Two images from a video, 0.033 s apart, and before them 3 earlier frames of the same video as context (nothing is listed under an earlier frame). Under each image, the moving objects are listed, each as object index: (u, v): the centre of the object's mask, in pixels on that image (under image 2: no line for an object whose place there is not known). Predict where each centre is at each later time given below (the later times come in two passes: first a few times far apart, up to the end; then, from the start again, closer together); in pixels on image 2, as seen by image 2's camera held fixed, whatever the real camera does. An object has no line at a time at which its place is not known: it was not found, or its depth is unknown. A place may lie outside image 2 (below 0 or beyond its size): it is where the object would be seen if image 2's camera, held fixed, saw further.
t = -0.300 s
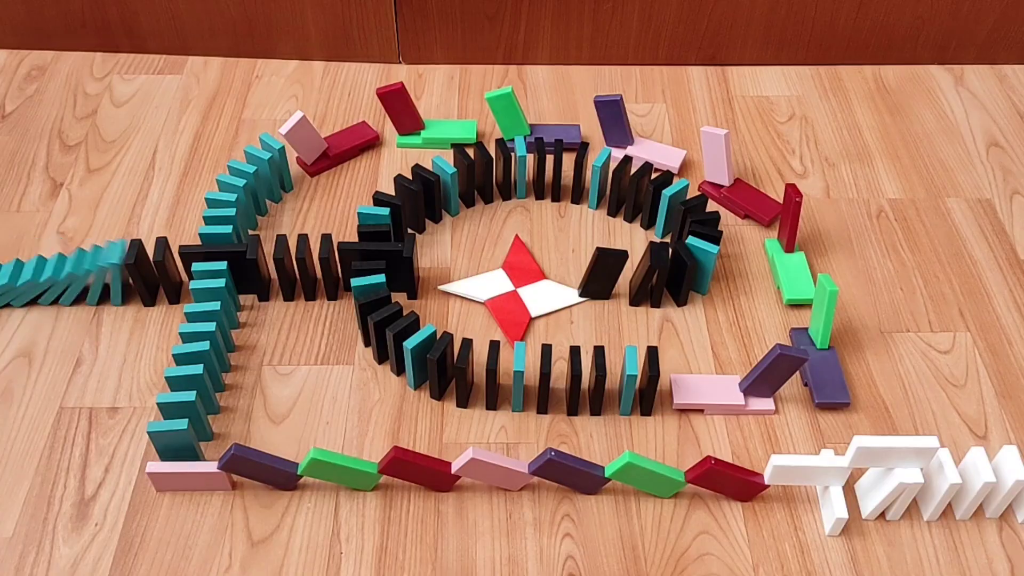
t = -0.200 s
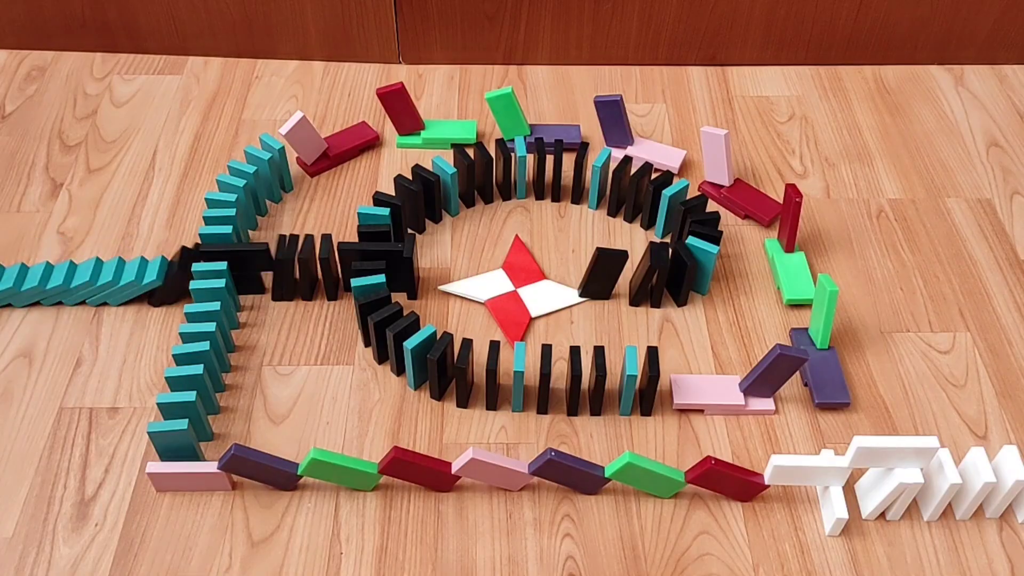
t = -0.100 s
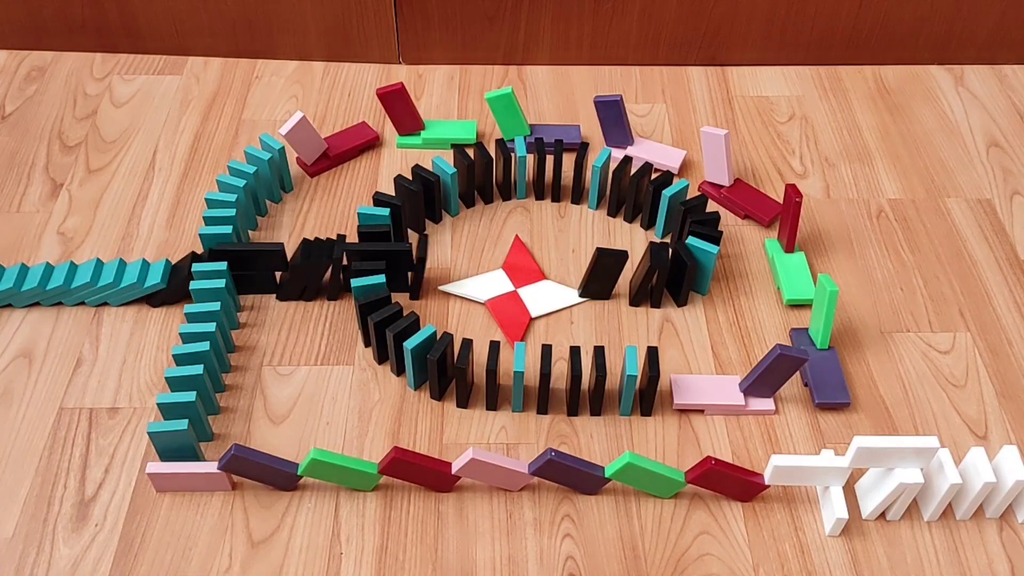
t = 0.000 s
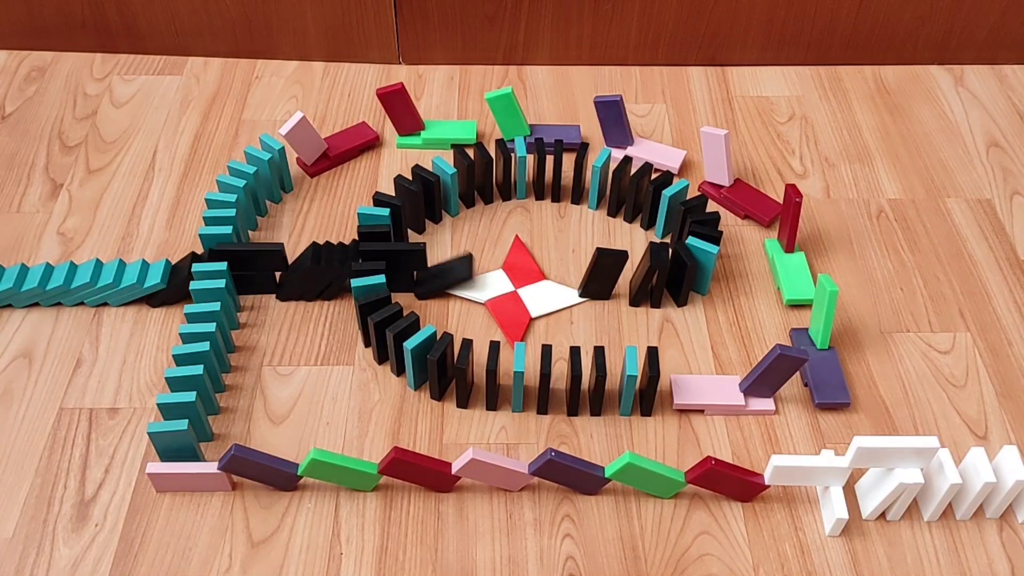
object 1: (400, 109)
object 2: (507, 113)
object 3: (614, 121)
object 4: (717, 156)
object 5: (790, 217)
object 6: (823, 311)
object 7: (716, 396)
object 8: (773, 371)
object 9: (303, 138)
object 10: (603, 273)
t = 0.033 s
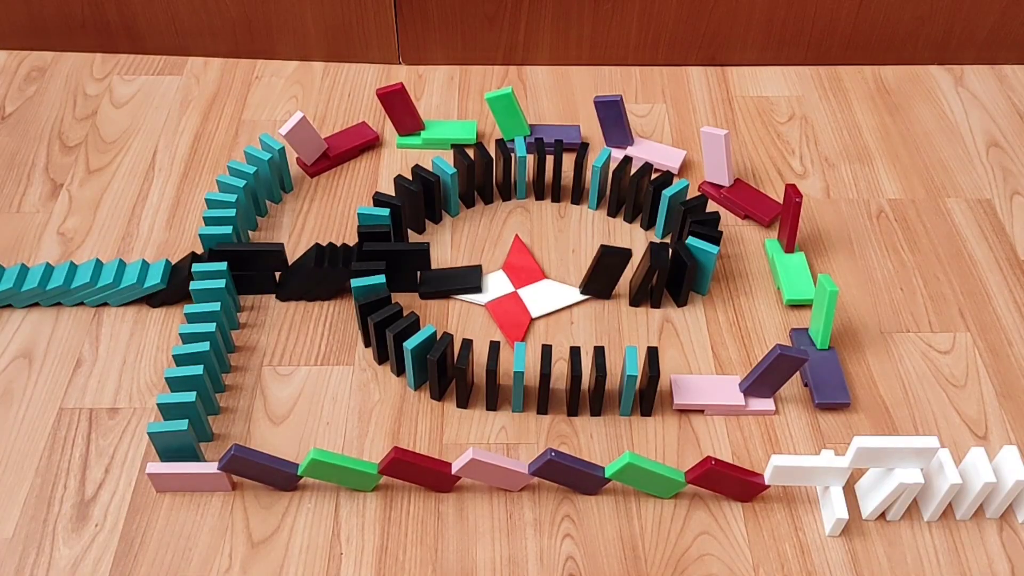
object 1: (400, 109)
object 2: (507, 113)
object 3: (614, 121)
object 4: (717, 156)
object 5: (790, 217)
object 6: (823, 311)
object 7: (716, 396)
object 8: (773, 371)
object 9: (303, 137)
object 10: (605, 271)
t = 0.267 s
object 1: (400, 109)
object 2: (507, 113)
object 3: (614, 121)
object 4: (717, 156)
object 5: (790, 217)
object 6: (823, 311)
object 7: (716, 396)
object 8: (773, 371)
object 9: (303, 138)
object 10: (618, 270)
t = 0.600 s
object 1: (400, 109)
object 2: (508, 113)
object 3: (614, 121)
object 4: (717, 156)
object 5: (790, 217)
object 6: (823, 311)
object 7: (716, 396)
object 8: (773, 371)
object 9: (303, 138)
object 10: (616, 256)
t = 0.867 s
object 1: (400, 109)
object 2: (508, 113)
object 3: (614, 121)
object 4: (717, 156)
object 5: (790, 217)
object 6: (823, 311)
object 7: (716, 396)
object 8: (773, 371)
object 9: (303, 138)
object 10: (616, 256)
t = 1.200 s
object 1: (400, 109)
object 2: (508, 113)
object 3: (614, 121)
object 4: (717, 156)
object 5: (790, 217)
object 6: (821, 307)
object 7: (742, 396)
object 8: (806, 387)
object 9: (303, 138)
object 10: (616, 256)
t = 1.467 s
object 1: (400, 109)
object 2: (508, 113)
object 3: (611, 118)
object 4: (706, 163)
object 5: (801, 229)
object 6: (816, 320)
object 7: (742, 394)
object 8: (806, 426)
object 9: (303, 138)
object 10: (616, 256)
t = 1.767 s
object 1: (394, 118)
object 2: (500, 128)
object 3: (617, 127)
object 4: (733, 166)
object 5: (818, 238)
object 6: (816, 321)
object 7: (742, 394)
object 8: (805, 426)
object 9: (299, 140)
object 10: (616, 256)
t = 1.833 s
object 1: (397, 121)
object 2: (500, 128)
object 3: (619, 126)
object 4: (740, 164)
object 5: (818, 238)
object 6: (816, 321)
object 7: (742, 394)
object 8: (805, 426)
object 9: (300, 148)
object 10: (616, 256)
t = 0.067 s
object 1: (400, 109)
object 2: (507, 113)
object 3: (614, 121)
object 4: (717, 156)
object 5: (790, 217)
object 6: (823, 311)
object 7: (716, 396)
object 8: (773, 371)
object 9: (303, 138)
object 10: (610, 270)
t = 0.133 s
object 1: (400, 109)
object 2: (507, 113)
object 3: (614, 121)
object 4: (717, 156)
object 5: (790, 217)
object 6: (823, 311)
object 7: (716, 396)
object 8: (773, 371)
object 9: (303, 138)
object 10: (616, 270)
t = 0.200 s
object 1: (400, 109)
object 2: (507, 113)
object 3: (614, 121)
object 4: (717, 156)
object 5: (790, 217)
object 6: (823, 311)
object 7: (716, 396)
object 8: (773, 371)
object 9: (303, 138)
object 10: (621, 266)
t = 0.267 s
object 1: (400, 109)
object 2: (507, 113)
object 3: (614, 121)
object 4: (717, 156)
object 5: (790, 217)
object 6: (823, 311)
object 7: (716, 396)
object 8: (773, 371)
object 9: (303, 138)
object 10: (618, 270)
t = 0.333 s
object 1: (400, 109)
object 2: (507, 113)
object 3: (614, 121)
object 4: (717, 156)
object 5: (790, 217)
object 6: (823, 311)
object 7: (716, 396)
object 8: (773, 371)
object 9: (303, 138)
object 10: (616, 256)
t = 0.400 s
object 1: (400, 109)
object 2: (507, 113)
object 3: (614, 121)
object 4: (717, 156)
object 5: (790, 217)
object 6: (823, 311)
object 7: (716, 396)
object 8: (773, 371)
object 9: (303, 138)
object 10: (614, 257)
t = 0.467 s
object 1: (400, 109)
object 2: (507, 113)
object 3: (614, 121)
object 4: (717, 156)
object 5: (790, 217)
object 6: (823, 311)
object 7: (716, 396)
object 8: (773, 371)
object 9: (303, 138)
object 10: (615, 256)
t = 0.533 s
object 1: (400, 109)
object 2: (507, 113)
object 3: (614, 121)
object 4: (717, 156)
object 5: (790, 217)
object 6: (823, 311)
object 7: (716, 396)
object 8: (773, 371)
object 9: (303, 138)
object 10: (616, 256)
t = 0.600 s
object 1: (400, 109)
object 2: (508, 113)
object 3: (614, 121)
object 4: (717, 156)
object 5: (790, 217)
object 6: (823, 311)
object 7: (716, 396)
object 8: (773, 371)
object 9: (303, 138)
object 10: (616, 256)
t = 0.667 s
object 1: (400, 109)
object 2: (508, 113)
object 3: (614, 121)
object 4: (717, 156)
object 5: (790, 217)
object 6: (823, 311)
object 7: (716, 396)
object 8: (773, 371)
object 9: (303, 138)
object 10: (616, 256)
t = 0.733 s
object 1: (400, 109)
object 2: (508, 113)
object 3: (614, 121)
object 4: (717, 156)
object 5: (790, 217)
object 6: (823, 311)
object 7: (716, 396)
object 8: (773, 371)
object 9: (303, 138)
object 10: (616, 256)
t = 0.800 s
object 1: (400, 109)
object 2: (508, 113)
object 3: (614, 121)
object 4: (717, 156)
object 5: (790, 217)
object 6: (823, 311)
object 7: (716, 396)
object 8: (773, 371)
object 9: (303, 138)
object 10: (616, 256)
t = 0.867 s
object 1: (400, 109)
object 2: (508, 113)
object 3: (614, 121)
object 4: (717, 156)
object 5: (790, 217)
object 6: (823, 311)
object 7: (716, 396)
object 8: (773, 371)
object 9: (303, 138)
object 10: (616, 256)
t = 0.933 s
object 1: (400, 109)
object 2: (508, 113)
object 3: (614, 121)
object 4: (717, 156)
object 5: (790, 217)
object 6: (823, 311)
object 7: (716, 396)
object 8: (773, 371)
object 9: (303, 138)
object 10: (616, 256)
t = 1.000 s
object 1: (400, 109)
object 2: (508, 113)
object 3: (614, 121)
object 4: (717, 156)
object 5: (790, 217)
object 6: (823, 311)
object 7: (716, 396)
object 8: (773, 371)
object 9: (303, 138)
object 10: (616, 256)
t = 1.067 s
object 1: (400, 109)
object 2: (508, 113)
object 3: (614, 121)
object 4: (717, 156)
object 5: (790, 217)
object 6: (823, 311)
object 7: (734, 396)
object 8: (781, 366)
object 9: (303, 138)
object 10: (616, 256)
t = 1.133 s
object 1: (400, 109)
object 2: (508, 113)
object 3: (614, 121)
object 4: (717, 156)
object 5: (790, 217)
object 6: (823, 311)
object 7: (743, 396)
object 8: (800, 373)
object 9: (303, 138)
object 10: (616, 256)
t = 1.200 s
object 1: (400, 109)
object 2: (508, 113)
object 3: (614, 121)
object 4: (717, 156)
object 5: (790, 217)
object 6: (821, 307)
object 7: (742, 396)
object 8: (806, 387)
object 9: (303, 138)
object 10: (616, 256)
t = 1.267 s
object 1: (400, 109)
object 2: (508, 113)
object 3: (614, 121)
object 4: (717, 156)
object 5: (790, 215)
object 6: (814, 314)
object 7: (743, 396)
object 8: (806, 403)
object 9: (303, 138)
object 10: (616, 256)
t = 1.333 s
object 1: (400, 109)
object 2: (508, 113)
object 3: (614, 121)
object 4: (717, 155)
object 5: (785, 220)
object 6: (815, 317)
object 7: (740, 394)
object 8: (804, 422)
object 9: (303, 138)
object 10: (616, 256)
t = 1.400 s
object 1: (400, 109)
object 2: (508, 113)
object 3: (614, 121)
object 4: (710, 157)
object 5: (791, 223)
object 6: (816, 319)
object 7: (741, 394)
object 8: (805, 425)
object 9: (303, 138)
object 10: (616, 256)
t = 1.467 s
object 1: (400, 109)
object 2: (508, 113)
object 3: (611, 118)
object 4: (706, 163)
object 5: (801, 229)
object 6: (816, 320)
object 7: (742, 394)
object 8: (806, 426)
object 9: (303, 138)
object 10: (616, 256)
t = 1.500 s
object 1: (400, 109)
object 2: (508, 113)
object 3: (607, 123)
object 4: (708, 164)
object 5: (806, 232)
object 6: (816, 320)
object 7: (742, 394)
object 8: (805, 426)
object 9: (303, 138)
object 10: (616, 256)
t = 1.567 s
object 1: (400, 109)
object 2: (504, 114)
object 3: (603, 130)
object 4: (714, 164)
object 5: (812, 236)
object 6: (816, 321)
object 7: (742, 394)
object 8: (805, 426)
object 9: (303, 138)
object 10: (616, 256)
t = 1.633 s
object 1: (398, 106)
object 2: (496, 126)
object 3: (609, 128)
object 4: (718, 163)
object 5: (816, 237)
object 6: (816, 321)
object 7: (742, 394)
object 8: (805, 426)
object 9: (303, 138)
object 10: (616, 256)
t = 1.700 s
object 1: (393, 118)
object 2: (499, 127)
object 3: (614, 128)
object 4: (726, 164)
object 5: (818, 238)
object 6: (816, 321)
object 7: (742, 394)
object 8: (805, 426)
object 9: (303, 138)
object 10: (616, 256)
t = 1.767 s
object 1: (394, 118)
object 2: (500, 128)
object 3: (617, 127)
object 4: (733, 166)
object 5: (818, 238)
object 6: (816, 321)
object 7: (742, 394)
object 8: (805, 426)
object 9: (299, 140)
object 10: (616, 256)
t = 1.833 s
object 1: (397, 121)
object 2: (500, 128)
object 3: (619, 126)
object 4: (740, 164)
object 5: (818, 238)
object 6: (816, 321)
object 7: (742, 394)
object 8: (805, 426)
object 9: (300, 148)
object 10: (616, 256)
